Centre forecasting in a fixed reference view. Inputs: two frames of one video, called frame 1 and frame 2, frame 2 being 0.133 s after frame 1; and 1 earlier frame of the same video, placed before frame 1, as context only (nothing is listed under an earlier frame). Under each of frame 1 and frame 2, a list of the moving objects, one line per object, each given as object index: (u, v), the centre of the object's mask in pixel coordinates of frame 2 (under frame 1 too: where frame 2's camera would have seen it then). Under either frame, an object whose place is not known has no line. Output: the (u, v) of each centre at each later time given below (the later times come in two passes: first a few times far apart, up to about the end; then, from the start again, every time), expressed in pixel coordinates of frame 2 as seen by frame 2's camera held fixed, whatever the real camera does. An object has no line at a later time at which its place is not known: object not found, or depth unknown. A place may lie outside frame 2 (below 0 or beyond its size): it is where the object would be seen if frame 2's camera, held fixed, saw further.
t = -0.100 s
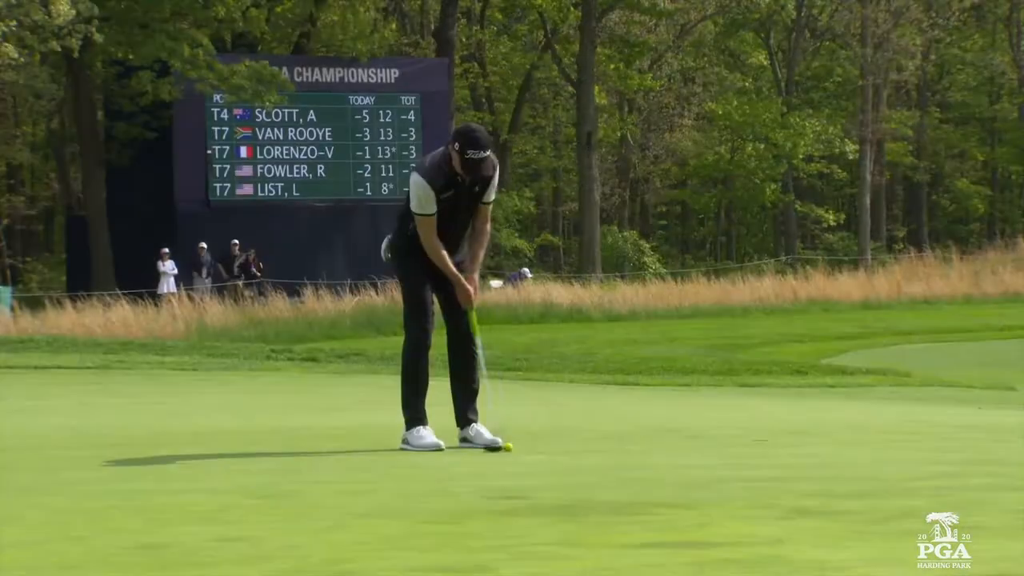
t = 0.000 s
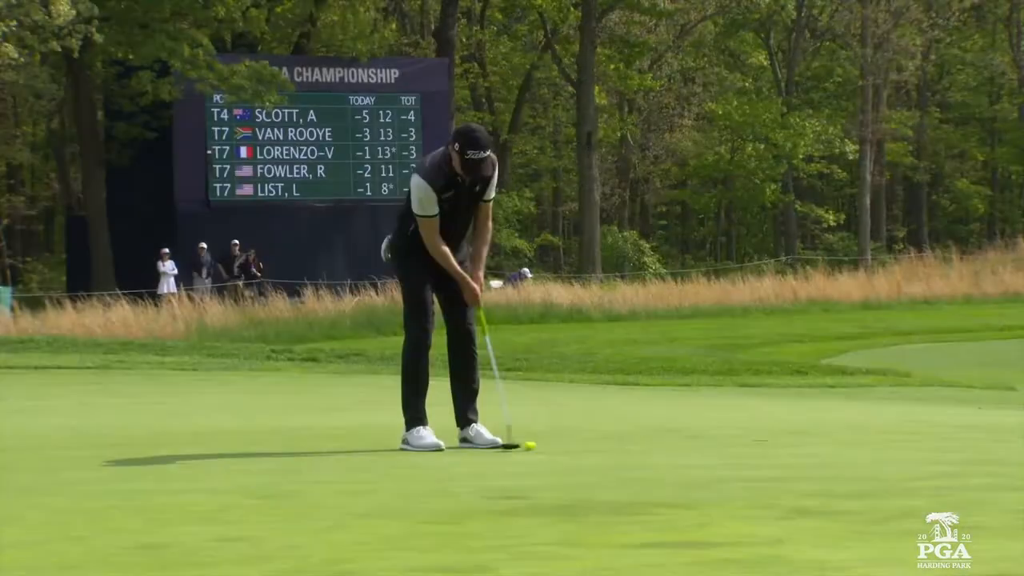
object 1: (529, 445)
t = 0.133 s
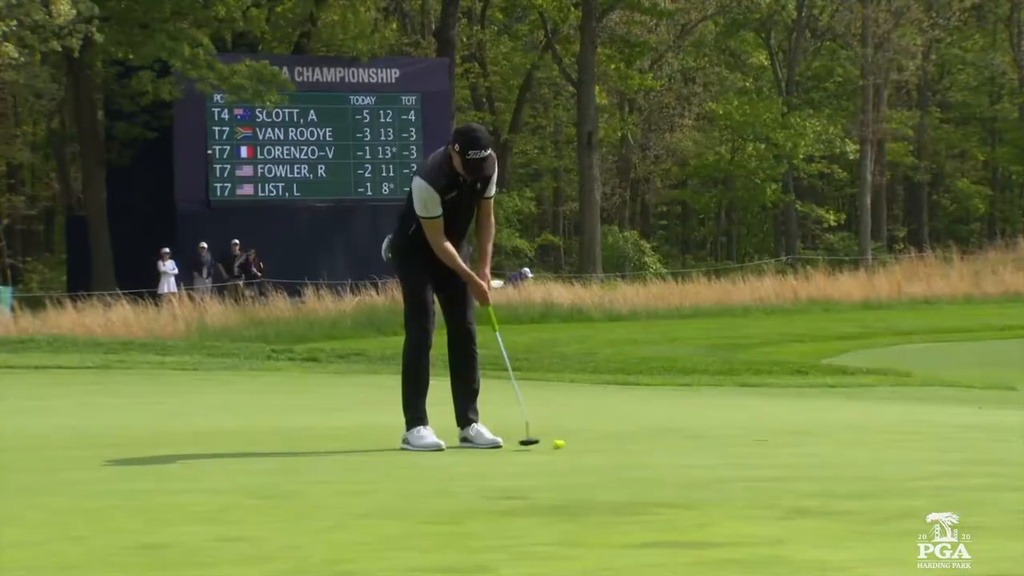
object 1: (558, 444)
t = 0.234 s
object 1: (578, 443)
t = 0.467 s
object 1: (621, 441)
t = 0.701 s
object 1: (659, 440)
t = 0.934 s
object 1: (692, 438)
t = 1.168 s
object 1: (721, 437)
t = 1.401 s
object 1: (746, 436)
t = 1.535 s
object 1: (760, 439)
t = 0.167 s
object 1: (565, 444)
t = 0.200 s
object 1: (572, 443)
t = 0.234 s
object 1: (578, 443)
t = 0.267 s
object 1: (584, 443)
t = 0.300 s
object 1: (591, 443)
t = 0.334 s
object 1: (597, 443)
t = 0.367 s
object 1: (604, 442)
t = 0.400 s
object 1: (609, 442)
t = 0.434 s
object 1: (615, 442)
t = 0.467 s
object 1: (621, 441)
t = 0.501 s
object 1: (627, 441)
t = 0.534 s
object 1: (633, 441)
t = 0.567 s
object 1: (638, 441)
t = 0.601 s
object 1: (644, 440)
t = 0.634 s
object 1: (649, 440)
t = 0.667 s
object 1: (655, 440)
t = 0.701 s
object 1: (659, 440)
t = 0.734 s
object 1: (665, 439)
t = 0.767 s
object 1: (670, 439)
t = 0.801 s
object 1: (674, 439)
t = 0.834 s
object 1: (679, 439)
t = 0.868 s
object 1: (683, 438)
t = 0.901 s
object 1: (688, 438)
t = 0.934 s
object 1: (692, 438)
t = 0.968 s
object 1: (697, 438)
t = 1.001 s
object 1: (701, 437)
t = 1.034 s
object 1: (705, 437)
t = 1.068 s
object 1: (709, 437)
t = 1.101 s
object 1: (713, 437)
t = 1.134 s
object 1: (717, 437)
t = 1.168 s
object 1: (721, 437)
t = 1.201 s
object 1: (725, 436)
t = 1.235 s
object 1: (729, 436)
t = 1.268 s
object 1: (733, 436)
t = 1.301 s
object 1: (736, 436)
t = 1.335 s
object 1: (740, 436)
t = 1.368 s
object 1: (743, 436)
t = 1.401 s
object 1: (746, 436)
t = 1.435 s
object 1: (750, 436)
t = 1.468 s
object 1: (753, 436)
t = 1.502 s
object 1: (757, 437)
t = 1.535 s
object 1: (760, 439)
